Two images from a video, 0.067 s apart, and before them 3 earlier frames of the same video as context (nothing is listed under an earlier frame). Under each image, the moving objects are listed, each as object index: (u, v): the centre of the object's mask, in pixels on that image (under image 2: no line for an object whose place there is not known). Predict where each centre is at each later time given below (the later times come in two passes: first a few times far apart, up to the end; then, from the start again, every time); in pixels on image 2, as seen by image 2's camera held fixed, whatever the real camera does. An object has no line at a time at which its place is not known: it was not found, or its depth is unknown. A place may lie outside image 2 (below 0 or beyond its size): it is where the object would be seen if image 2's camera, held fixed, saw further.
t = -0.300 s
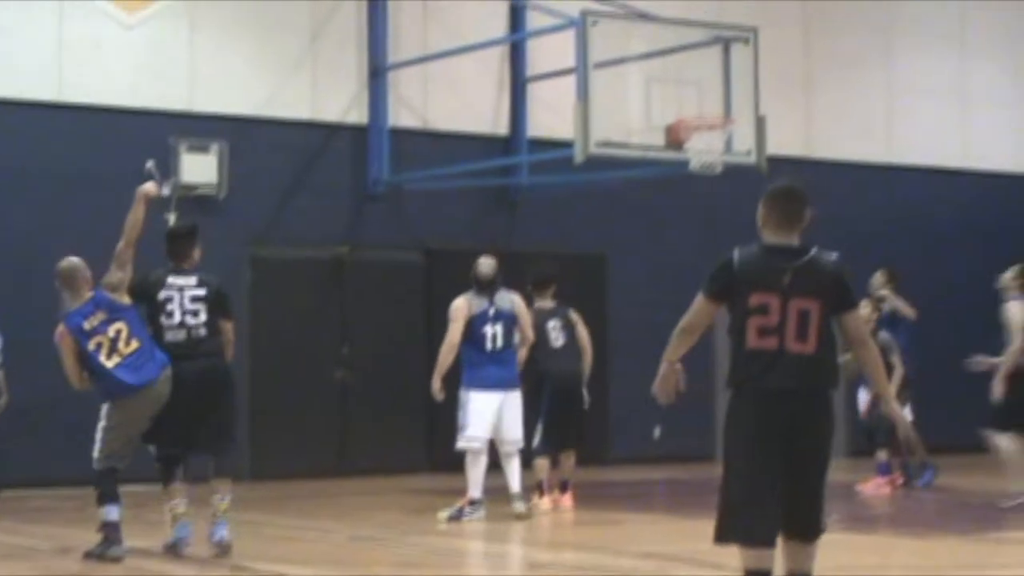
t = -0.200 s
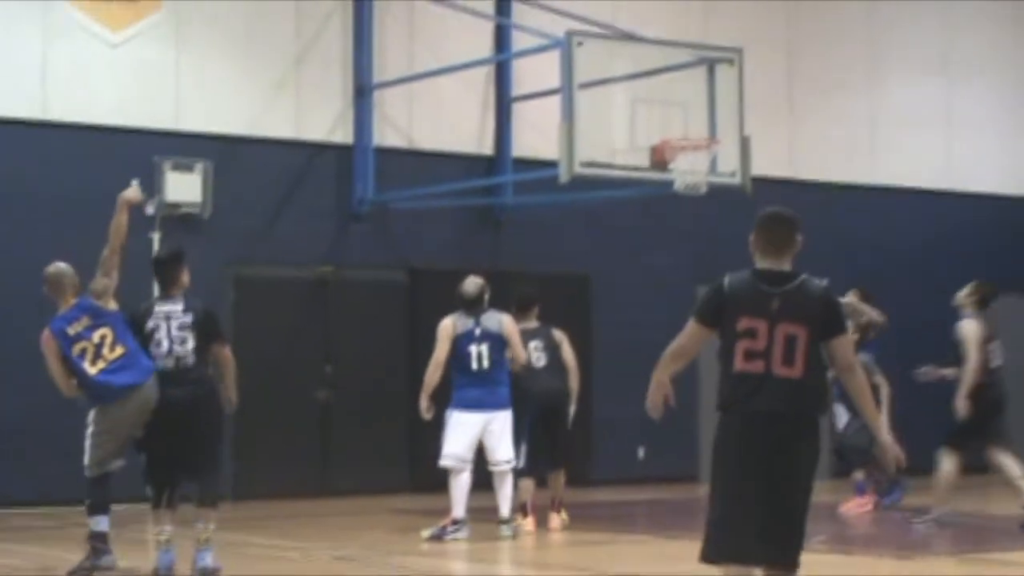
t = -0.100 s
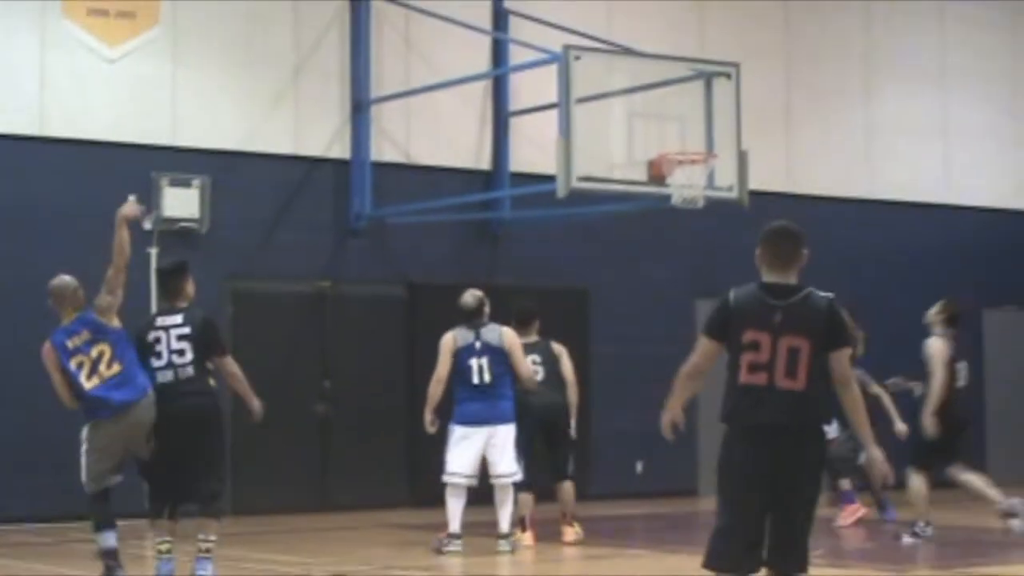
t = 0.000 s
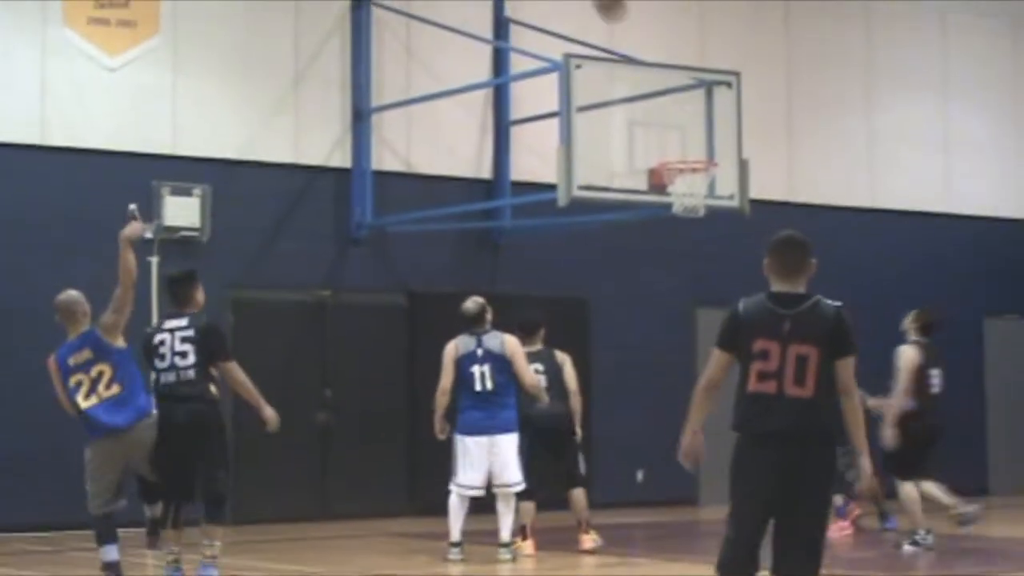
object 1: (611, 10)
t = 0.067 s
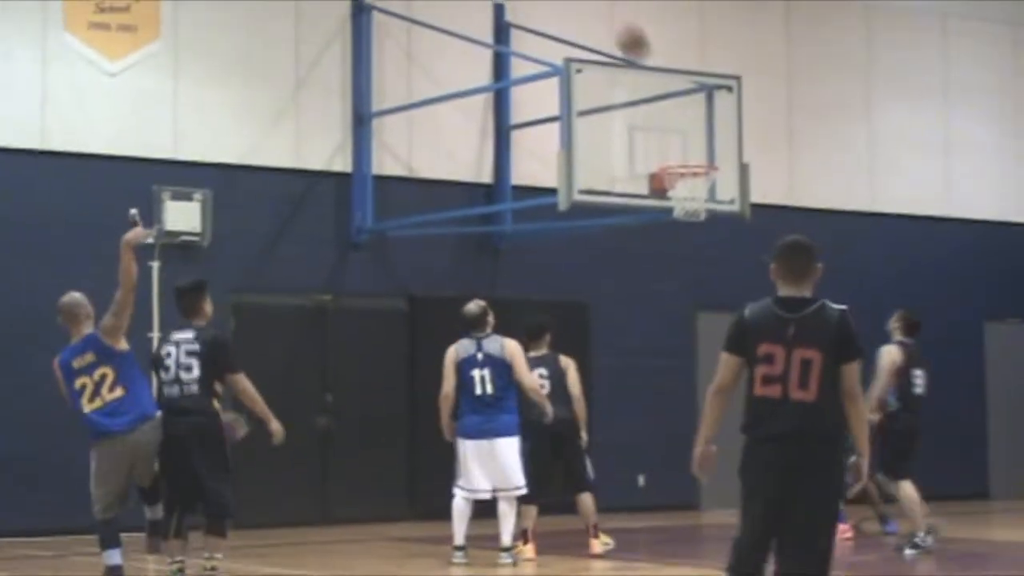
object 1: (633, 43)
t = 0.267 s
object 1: (695, 150)
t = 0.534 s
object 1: (750, 92)
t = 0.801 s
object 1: (814, 120)
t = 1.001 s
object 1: (870, 210)
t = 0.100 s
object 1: (645, 63)
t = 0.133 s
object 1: (655, 83)
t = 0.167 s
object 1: (667, 107)
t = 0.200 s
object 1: (677, 128)
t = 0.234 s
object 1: (688, 150)
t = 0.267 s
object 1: (695, 150)
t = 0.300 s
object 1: (701, 140)
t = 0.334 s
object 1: (708, 128)
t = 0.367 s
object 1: (714, 120)
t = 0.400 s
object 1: (722, 111)
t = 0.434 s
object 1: (729, 105)
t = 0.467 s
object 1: (736, 99)
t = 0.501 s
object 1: (743, 95)
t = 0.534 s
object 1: (750, 92)
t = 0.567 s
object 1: (758, 90)
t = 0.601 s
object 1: (765, 90)
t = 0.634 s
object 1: (773, 91)
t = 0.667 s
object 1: (781, 94)
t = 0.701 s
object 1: (788, 99)
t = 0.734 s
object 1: (798, 104)
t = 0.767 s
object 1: (806, 112)
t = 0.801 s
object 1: (814, 120)
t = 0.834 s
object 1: (823, 130)
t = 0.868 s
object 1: (832, 143)
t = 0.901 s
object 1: (841, 157)
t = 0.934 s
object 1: (850, 173)
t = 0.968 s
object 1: (861, 190)
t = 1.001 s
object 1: (870, 210)
